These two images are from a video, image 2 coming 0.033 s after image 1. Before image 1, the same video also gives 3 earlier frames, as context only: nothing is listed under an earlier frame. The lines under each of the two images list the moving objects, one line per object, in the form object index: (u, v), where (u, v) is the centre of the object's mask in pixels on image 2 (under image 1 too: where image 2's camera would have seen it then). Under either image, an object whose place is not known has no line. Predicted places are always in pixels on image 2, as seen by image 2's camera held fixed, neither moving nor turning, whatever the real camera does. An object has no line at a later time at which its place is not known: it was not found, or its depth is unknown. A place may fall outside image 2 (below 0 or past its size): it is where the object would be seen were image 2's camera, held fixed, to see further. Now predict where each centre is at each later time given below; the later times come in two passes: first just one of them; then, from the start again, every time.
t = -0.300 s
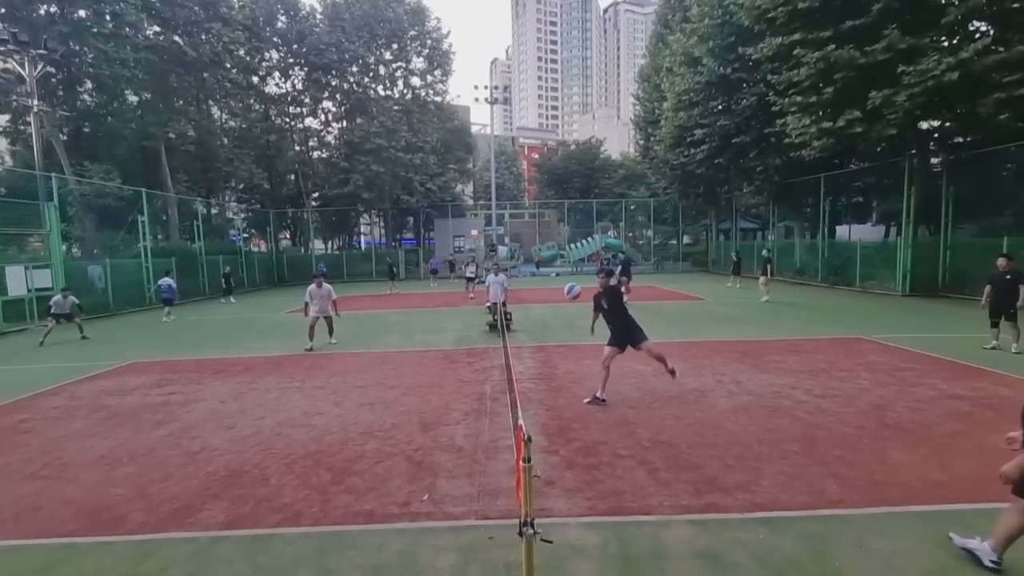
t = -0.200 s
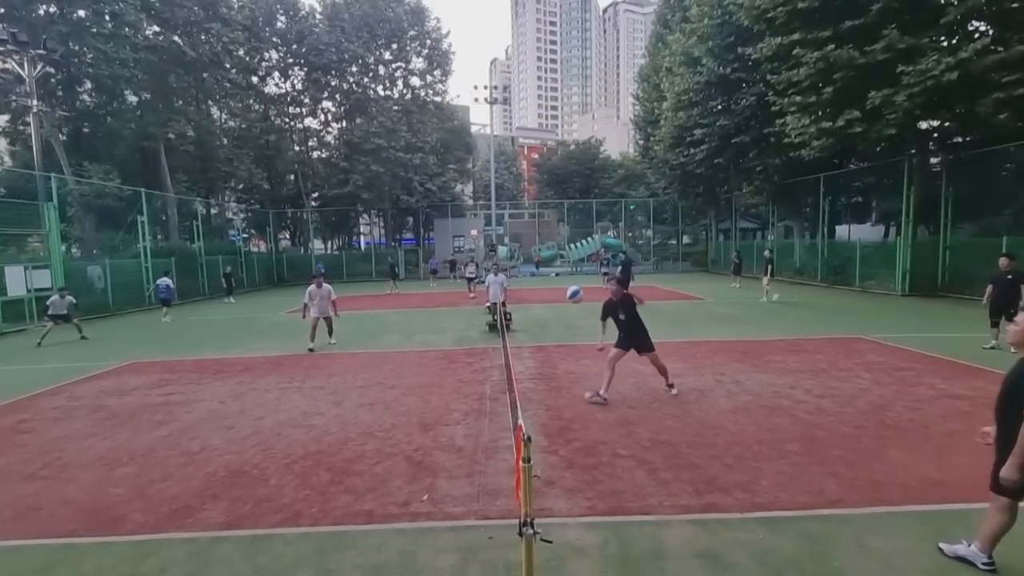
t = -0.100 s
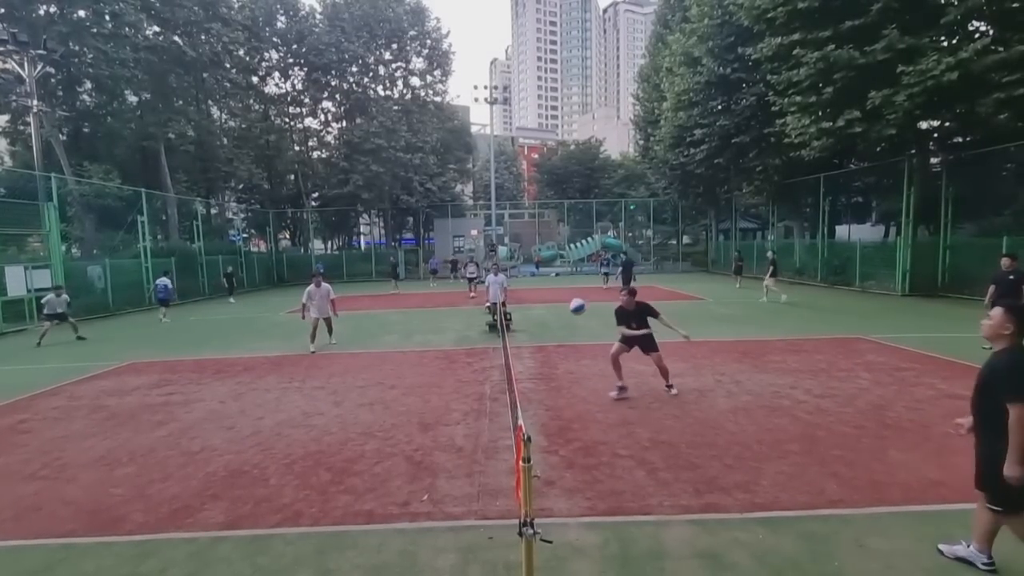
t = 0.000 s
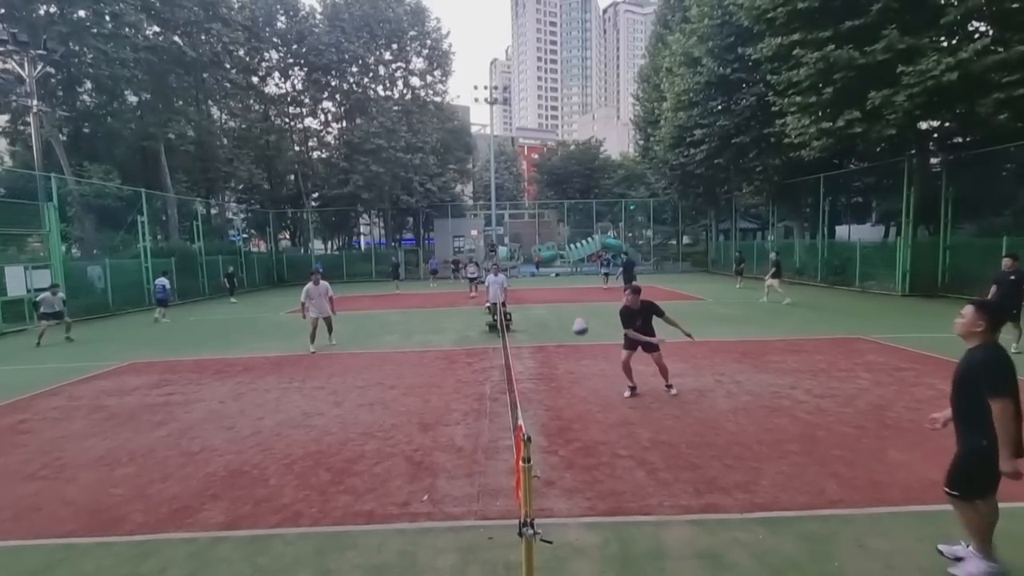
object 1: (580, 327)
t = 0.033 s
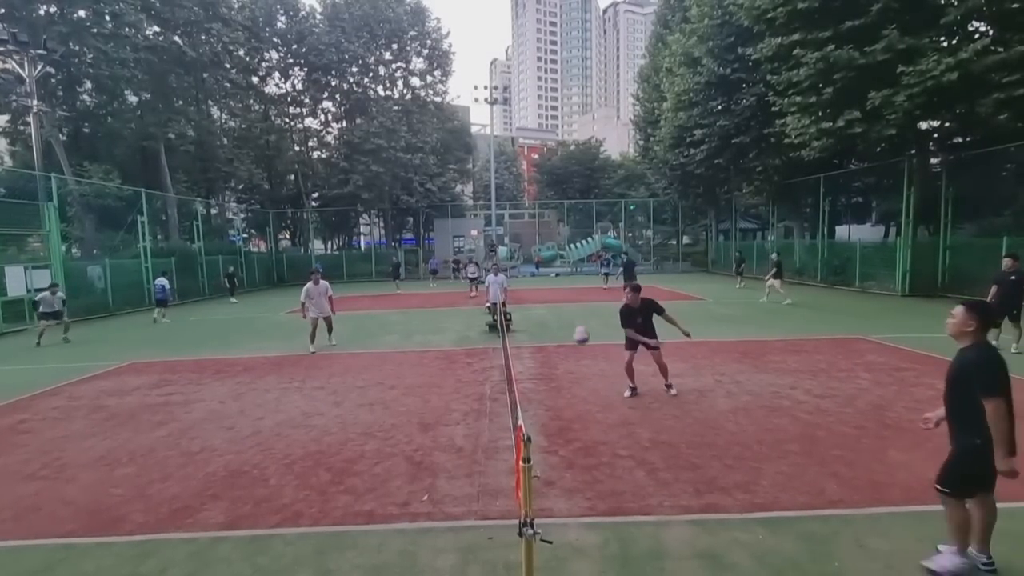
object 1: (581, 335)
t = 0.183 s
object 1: (585, 387)
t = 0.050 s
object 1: (582, 340)
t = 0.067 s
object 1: (582, 345)
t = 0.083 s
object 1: (582, 350)
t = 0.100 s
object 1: (583, 355)
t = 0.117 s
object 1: (584, 362)
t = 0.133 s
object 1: (584, 367)
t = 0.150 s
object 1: (584, 373)
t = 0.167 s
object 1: (585, 380)
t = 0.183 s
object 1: (585, 387)
